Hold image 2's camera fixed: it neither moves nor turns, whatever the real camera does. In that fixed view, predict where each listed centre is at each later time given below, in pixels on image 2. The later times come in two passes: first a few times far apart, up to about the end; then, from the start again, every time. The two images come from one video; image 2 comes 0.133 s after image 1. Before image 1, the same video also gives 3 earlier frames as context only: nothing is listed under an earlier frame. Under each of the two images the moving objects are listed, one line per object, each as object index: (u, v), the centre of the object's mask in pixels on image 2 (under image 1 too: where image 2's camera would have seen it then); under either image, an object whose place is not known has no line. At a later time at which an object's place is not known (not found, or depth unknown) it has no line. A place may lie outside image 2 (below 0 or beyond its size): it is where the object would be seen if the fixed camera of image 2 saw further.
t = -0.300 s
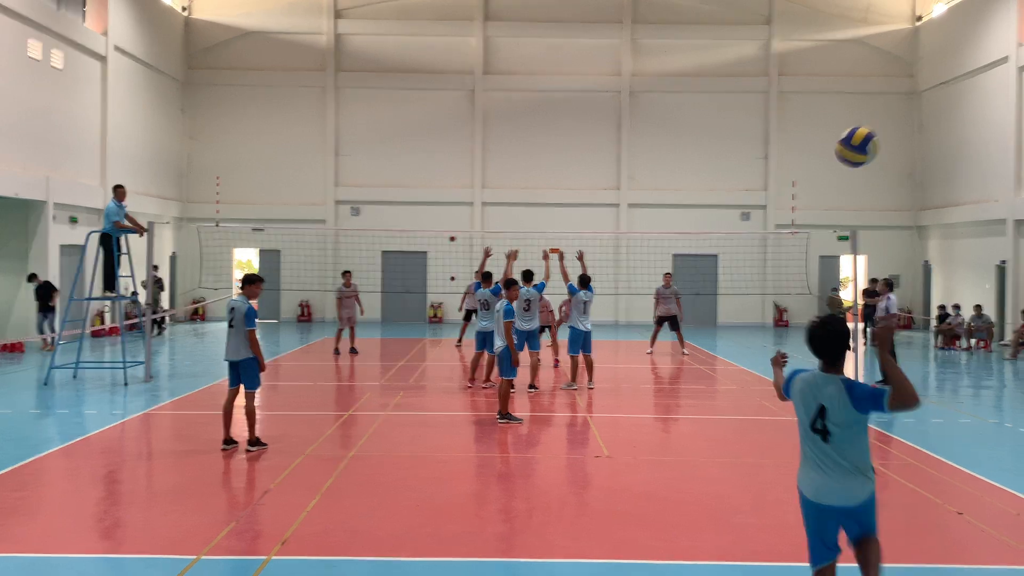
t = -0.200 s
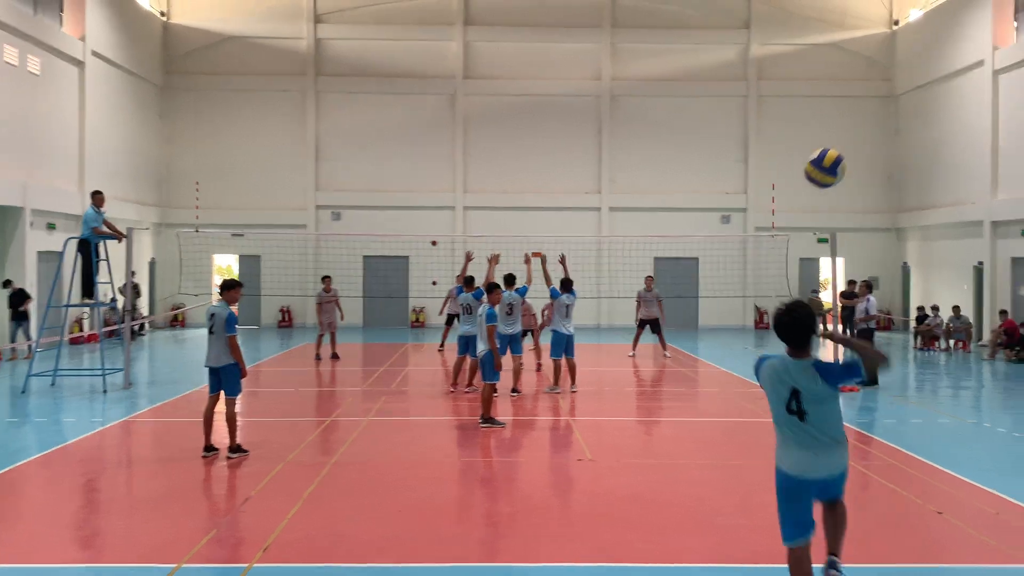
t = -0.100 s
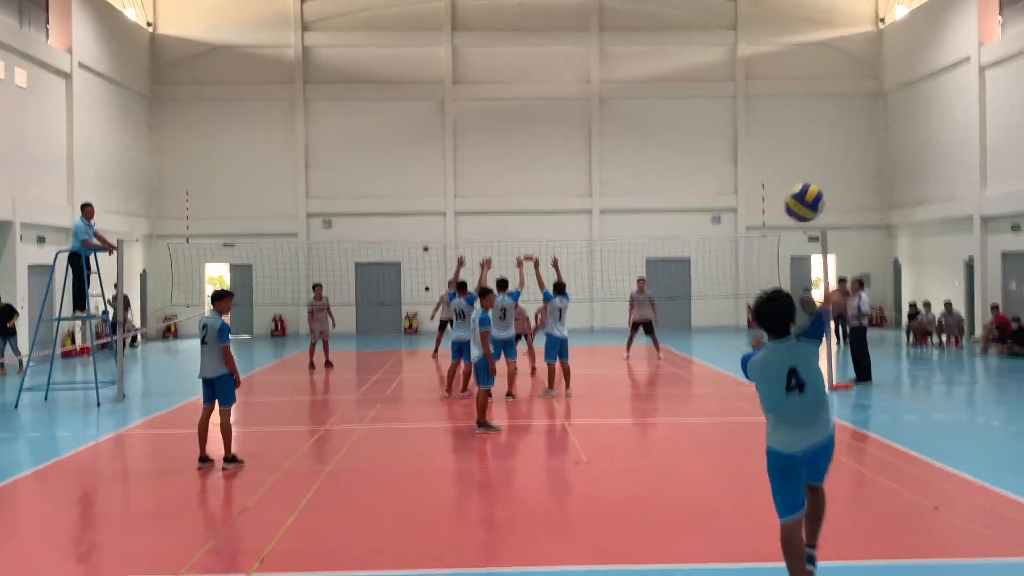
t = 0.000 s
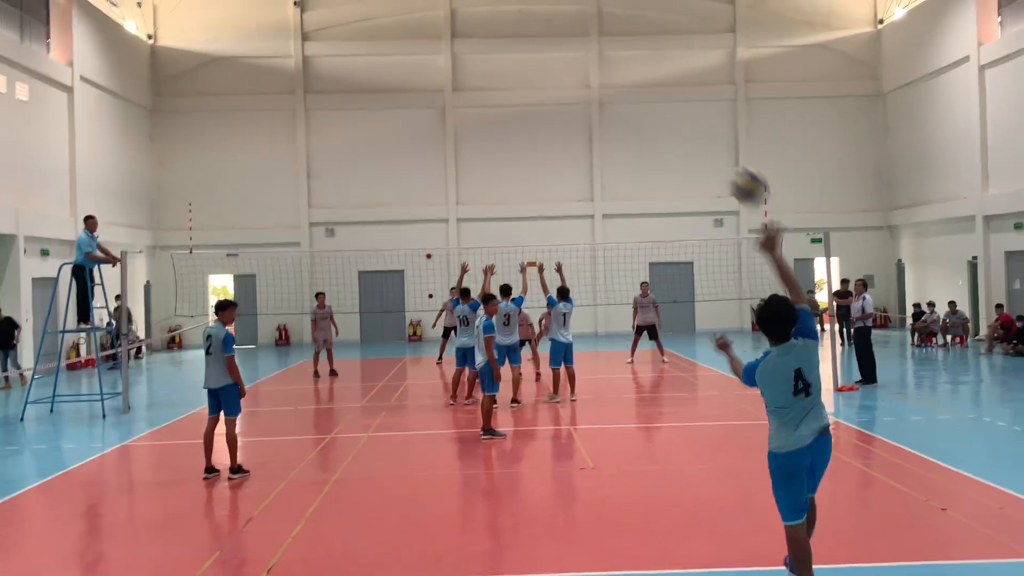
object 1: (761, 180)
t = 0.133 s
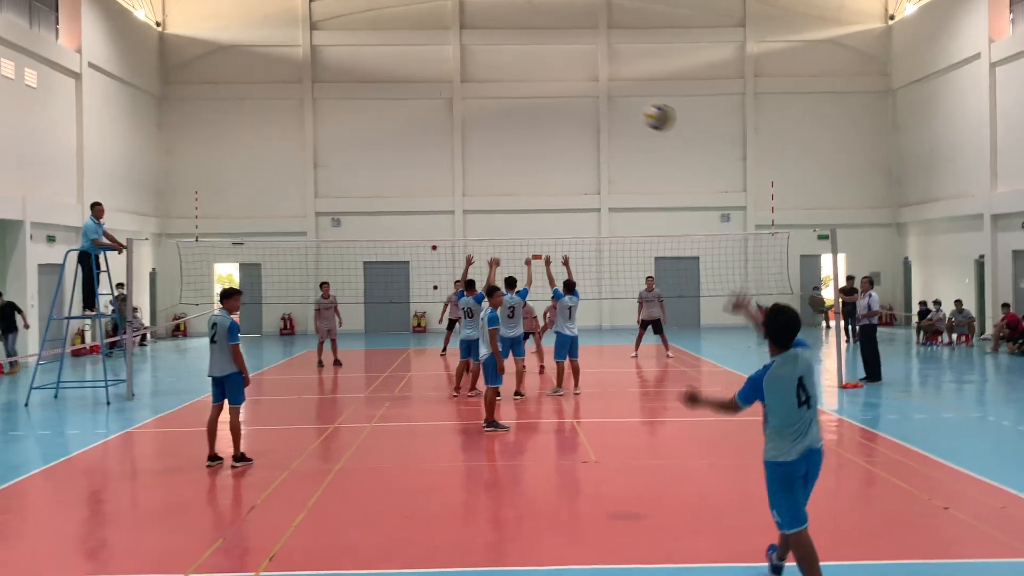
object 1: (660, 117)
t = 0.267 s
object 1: (592, 92)
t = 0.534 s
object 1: (516, 107)
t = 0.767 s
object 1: (480, 156)
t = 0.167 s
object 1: (640, 107)
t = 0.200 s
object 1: (624, 101)
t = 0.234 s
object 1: (607, 94)
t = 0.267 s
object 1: (592, 92)
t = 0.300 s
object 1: (580, 89)
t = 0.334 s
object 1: (568, 89)
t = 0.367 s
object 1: (557, 90)
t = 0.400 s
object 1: (548, 92)
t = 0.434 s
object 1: (539, 94)
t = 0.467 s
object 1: (531, 98)
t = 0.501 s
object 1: (522, 102)
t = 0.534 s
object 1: (516, 107)
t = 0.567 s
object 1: (509, 113)
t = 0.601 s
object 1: (503, 119)
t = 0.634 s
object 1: (498, 126)
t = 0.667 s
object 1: (493, 133)
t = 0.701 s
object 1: (488, 140)
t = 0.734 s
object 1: (484, 148)
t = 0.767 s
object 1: (480, 156)
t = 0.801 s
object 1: (476, 165)
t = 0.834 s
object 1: (472, 174)
